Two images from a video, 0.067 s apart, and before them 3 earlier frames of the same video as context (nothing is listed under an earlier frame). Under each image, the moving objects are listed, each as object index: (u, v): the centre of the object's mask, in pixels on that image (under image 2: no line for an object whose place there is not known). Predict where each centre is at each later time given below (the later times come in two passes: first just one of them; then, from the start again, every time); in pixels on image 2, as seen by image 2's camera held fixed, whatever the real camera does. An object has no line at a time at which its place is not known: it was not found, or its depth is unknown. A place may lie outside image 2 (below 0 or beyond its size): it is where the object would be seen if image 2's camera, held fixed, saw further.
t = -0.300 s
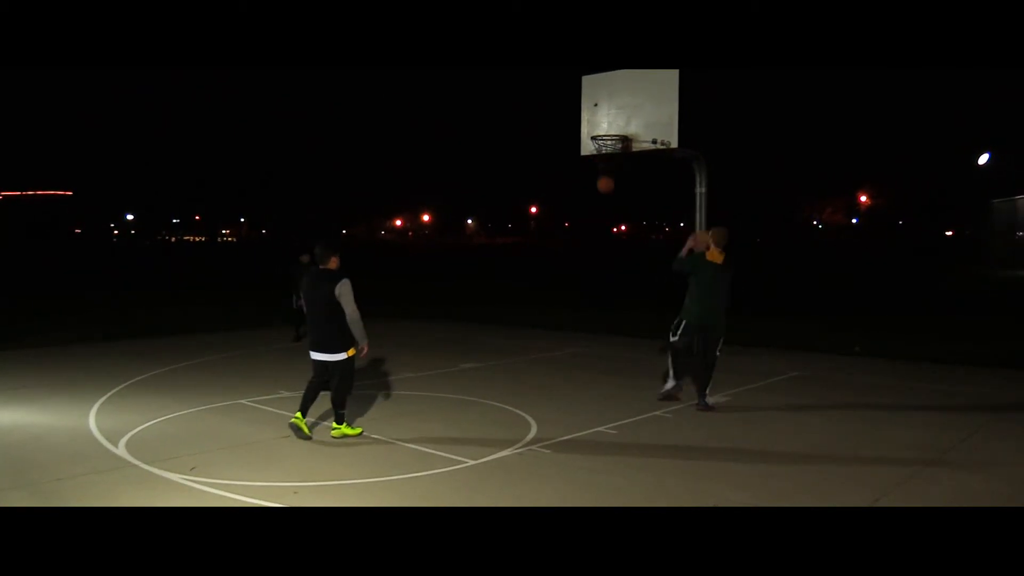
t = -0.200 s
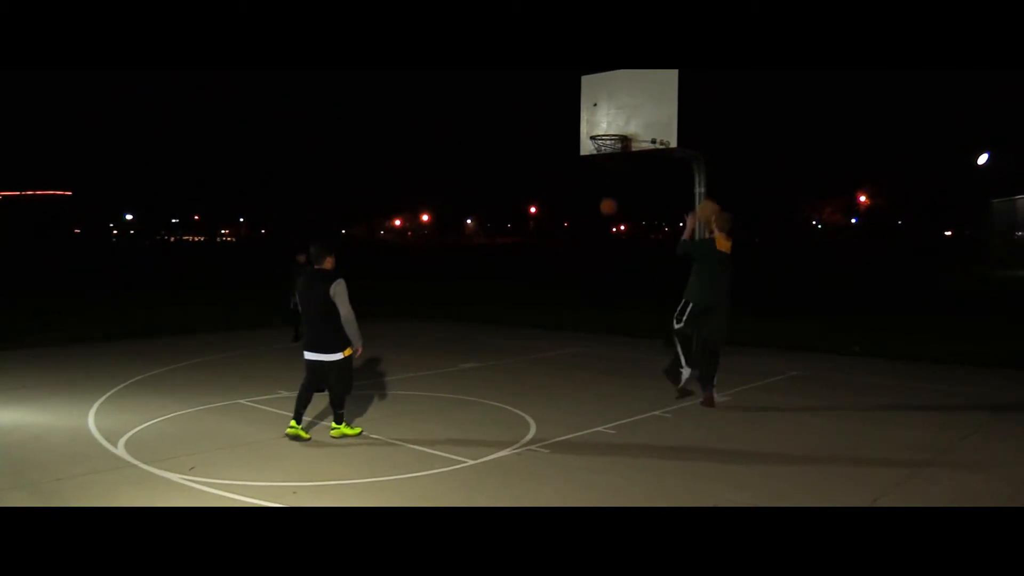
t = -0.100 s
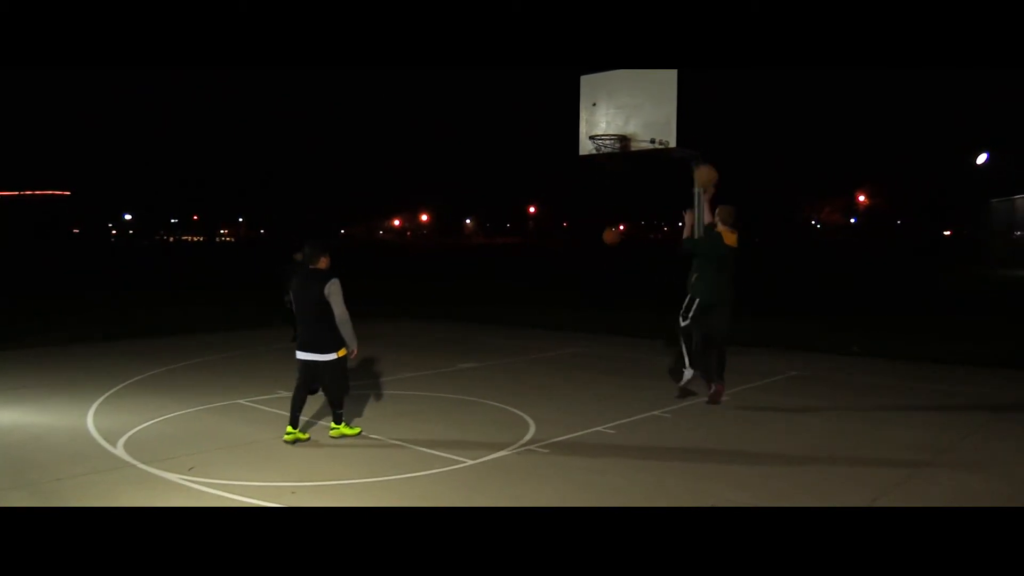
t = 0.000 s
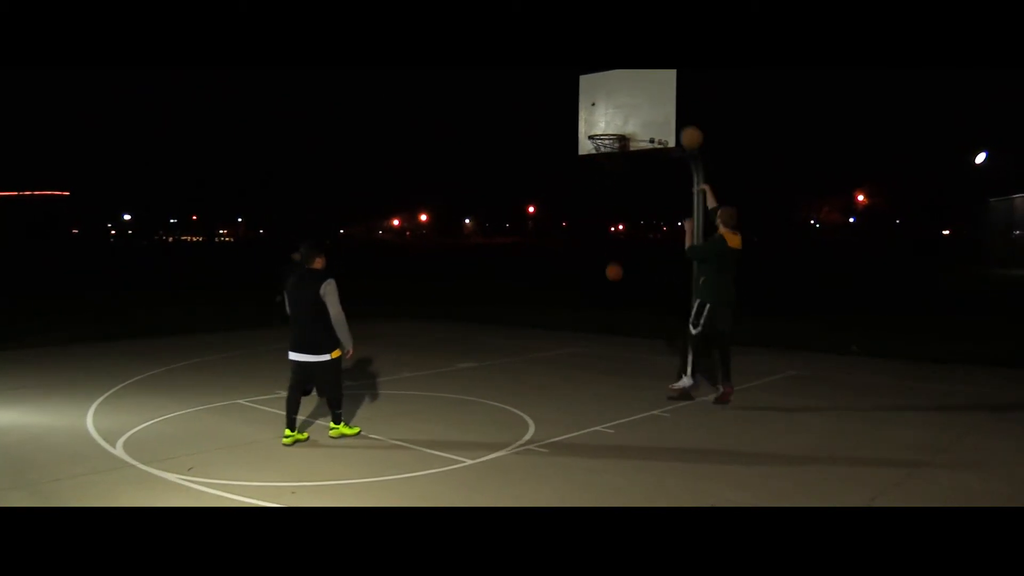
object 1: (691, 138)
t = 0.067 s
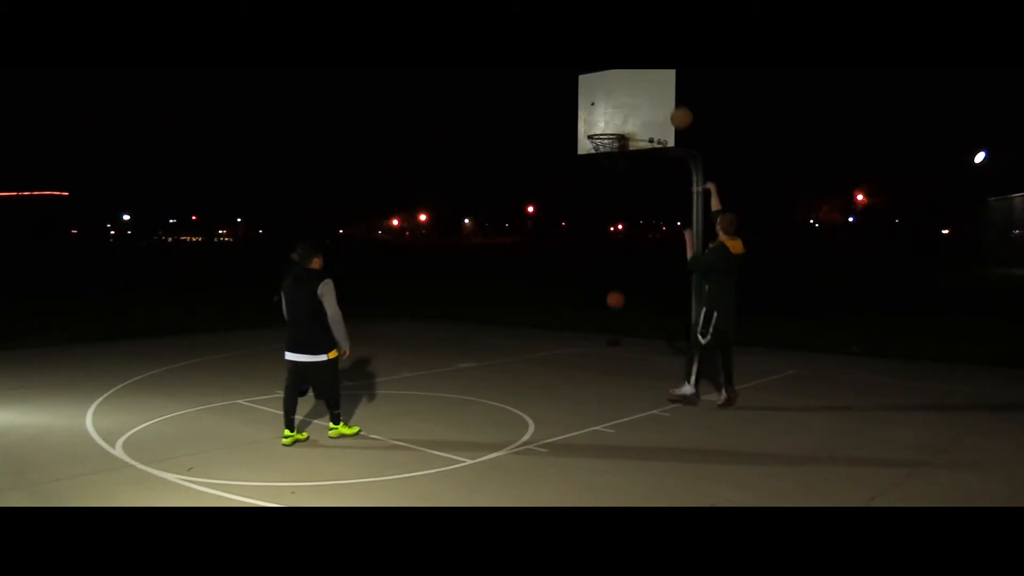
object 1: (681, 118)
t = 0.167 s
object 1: (668, 97)
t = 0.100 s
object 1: (677, 110)
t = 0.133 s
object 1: (672, 103)
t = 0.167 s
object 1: (668, 97)
